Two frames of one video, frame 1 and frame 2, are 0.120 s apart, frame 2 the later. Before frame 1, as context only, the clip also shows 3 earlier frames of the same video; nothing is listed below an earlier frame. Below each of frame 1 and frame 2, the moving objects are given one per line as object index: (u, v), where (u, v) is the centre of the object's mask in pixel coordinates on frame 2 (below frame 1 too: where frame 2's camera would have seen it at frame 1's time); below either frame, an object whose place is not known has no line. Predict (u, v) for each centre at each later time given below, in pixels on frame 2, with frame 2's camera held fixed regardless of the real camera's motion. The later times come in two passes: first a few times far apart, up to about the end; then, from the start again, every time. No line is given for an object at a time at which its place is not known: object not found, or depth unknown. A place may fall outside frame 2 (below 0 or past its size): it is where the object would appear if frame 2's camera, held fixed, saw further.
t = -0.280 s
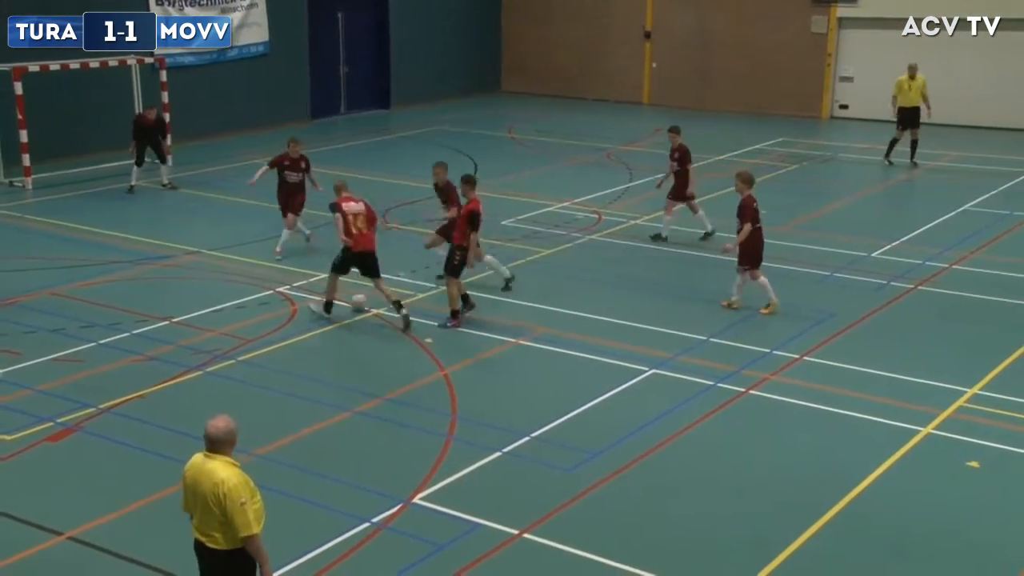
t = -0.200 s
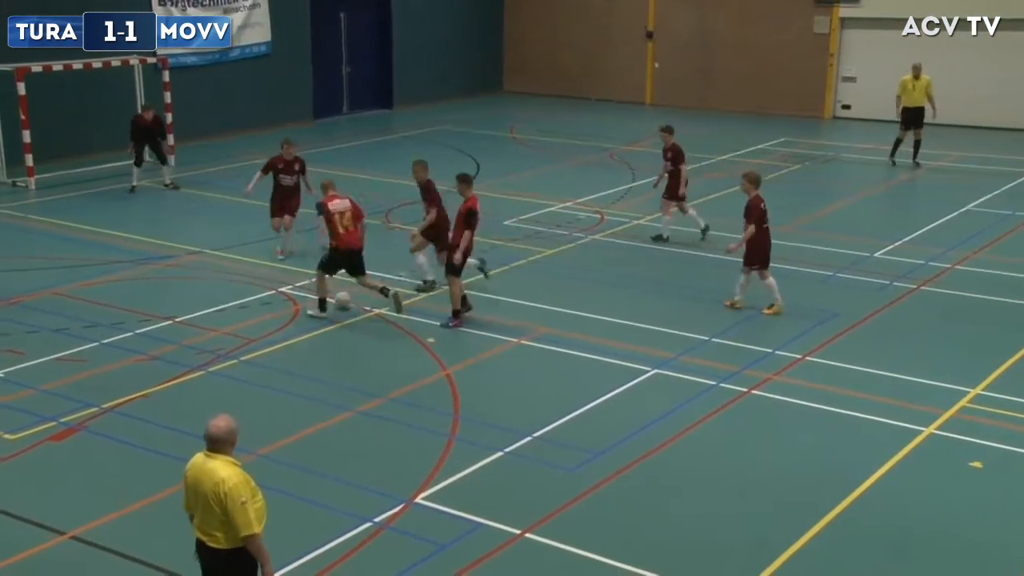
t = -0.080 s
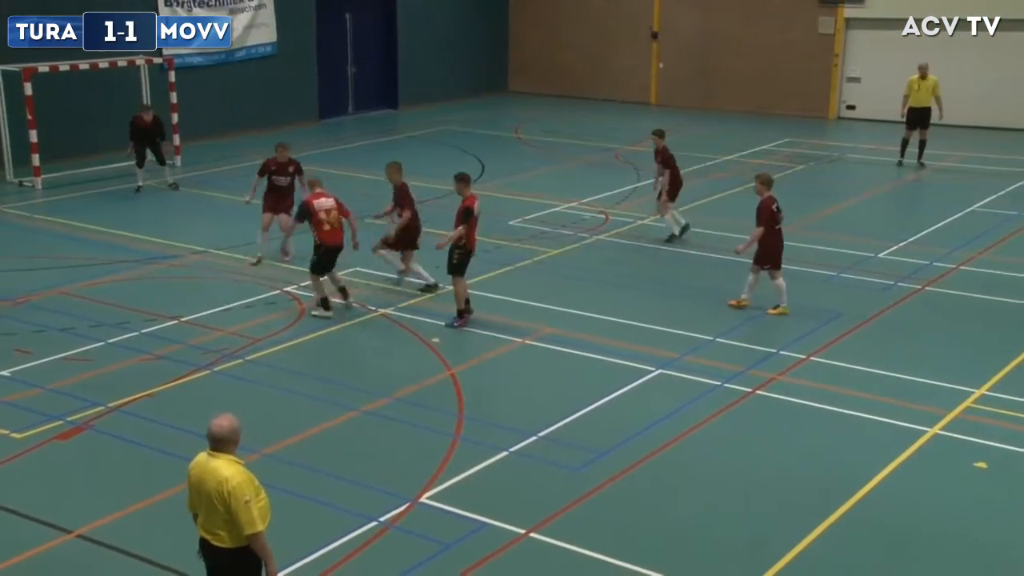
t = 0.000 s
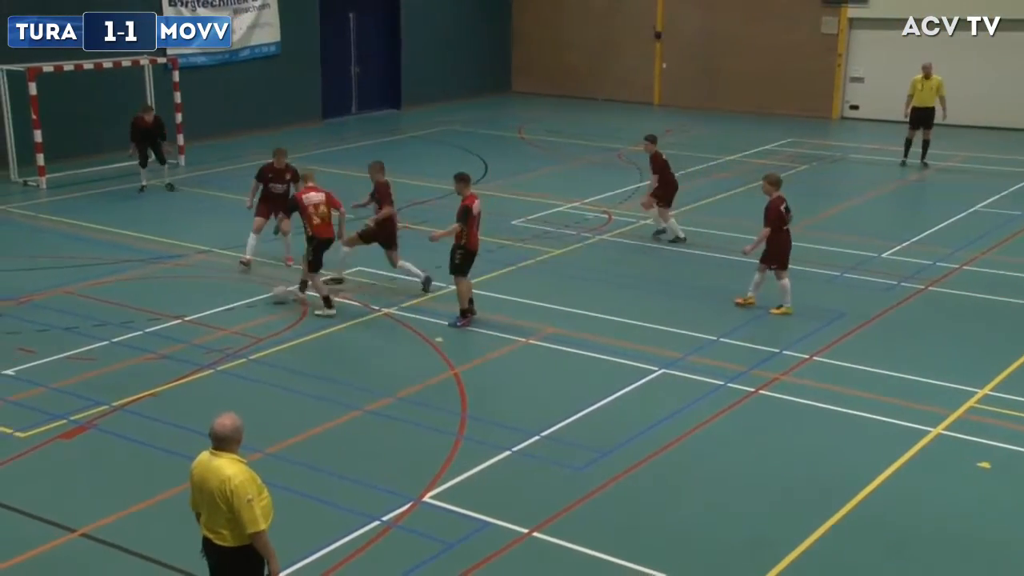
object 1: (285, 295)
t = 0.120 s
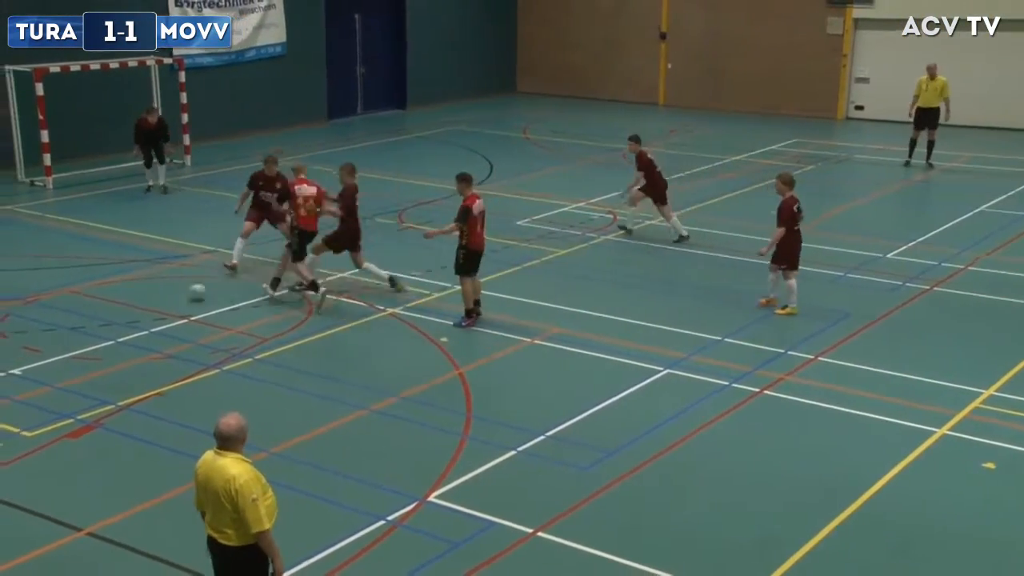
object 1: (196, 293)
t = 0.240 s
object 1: (118, 291)
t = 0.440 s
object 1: (4, 288)
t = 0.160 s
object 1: (169, 292)
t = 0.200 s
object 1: (143, 291)
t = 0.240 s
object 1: (118, 291)
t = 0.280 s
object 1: (93, 290)
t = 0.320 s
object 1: (70, 290)
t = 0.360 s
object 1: (47, 289)
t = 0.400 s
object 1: (26, 288)
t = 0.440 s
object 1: (4, 288)
